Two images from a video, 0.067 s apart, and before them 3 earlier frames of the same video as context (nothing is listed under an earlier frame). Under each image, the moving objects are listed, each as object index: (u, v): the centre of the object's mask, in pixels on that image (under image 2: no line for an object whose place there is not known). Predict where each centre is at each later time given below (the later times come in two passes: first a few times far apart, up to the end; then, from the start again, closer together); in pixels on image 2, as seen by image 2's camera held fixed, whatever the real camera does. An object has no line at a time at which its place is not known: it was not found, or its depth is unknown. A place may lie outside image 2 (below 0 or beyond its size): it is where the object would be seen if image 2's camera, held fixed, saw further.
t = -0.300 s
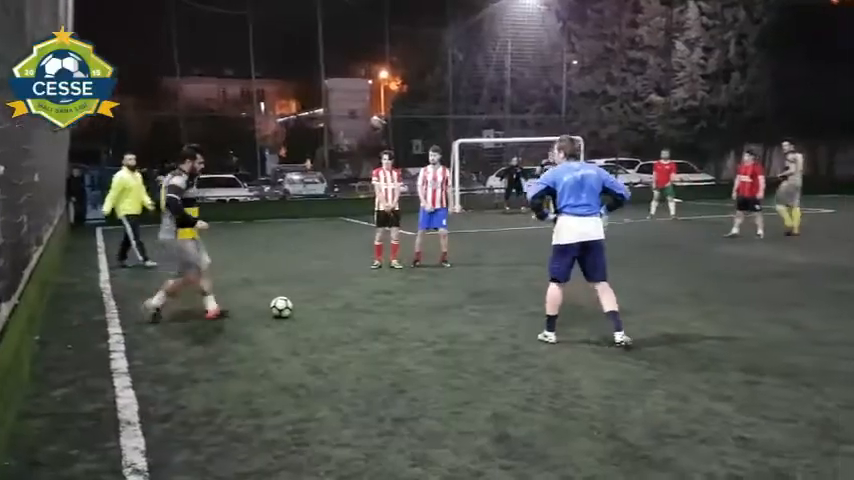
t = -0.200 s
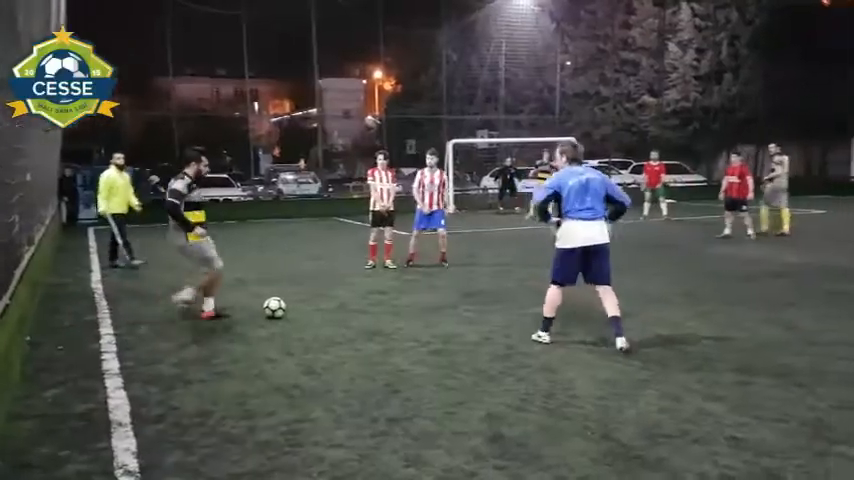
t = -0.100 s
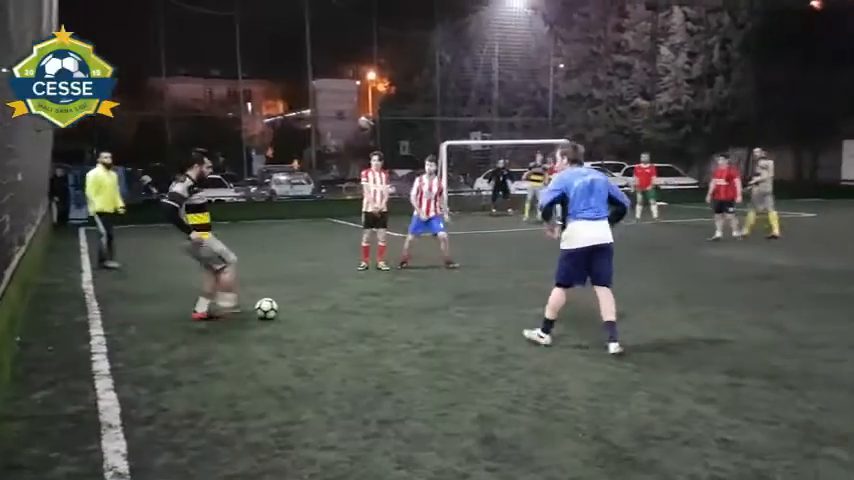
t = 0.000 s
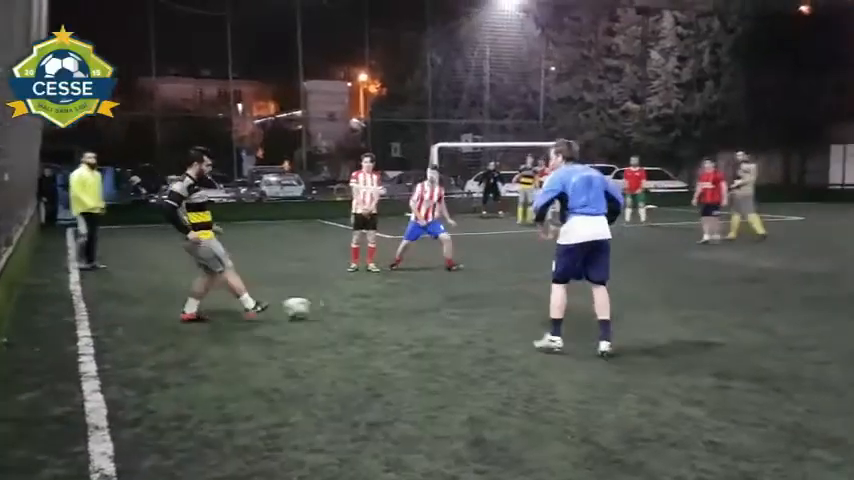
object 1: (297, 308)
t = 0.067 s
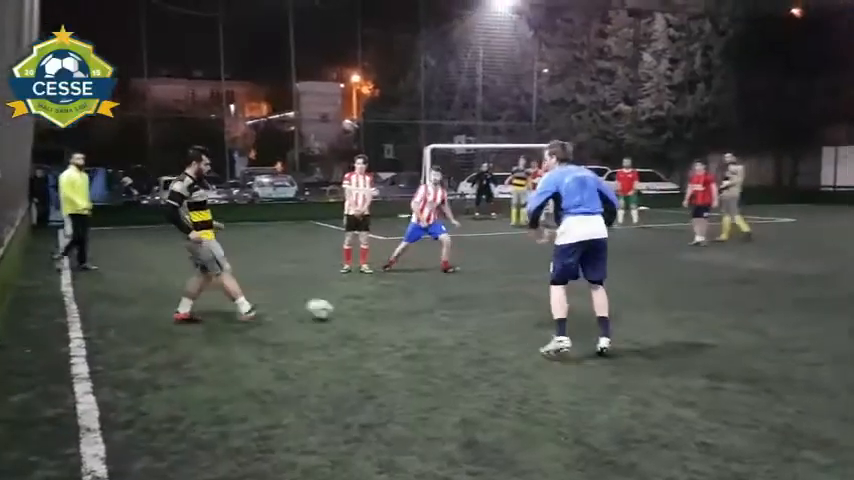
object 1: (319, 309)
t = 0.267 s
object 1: (394, 306)
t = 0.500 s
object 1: (471, 302)
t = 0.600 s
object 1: (503, 303)
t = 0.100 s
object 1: (333, 309)
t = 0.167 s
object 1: (359, 307)
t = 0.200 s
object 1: (370, 308)
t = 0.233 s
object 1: (382, 306)
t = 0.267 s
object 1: (394, 306)
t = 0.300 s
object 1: (405, 306)
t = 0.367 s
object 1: (427, 304)
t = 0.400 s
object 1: (439, 304)
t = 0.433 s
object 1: (449, 305)
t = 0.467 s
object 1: (459, 304)
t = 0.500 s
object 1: (471, 302)
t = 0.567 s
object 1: (492, 303)
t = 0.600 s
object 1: (503, 303)
